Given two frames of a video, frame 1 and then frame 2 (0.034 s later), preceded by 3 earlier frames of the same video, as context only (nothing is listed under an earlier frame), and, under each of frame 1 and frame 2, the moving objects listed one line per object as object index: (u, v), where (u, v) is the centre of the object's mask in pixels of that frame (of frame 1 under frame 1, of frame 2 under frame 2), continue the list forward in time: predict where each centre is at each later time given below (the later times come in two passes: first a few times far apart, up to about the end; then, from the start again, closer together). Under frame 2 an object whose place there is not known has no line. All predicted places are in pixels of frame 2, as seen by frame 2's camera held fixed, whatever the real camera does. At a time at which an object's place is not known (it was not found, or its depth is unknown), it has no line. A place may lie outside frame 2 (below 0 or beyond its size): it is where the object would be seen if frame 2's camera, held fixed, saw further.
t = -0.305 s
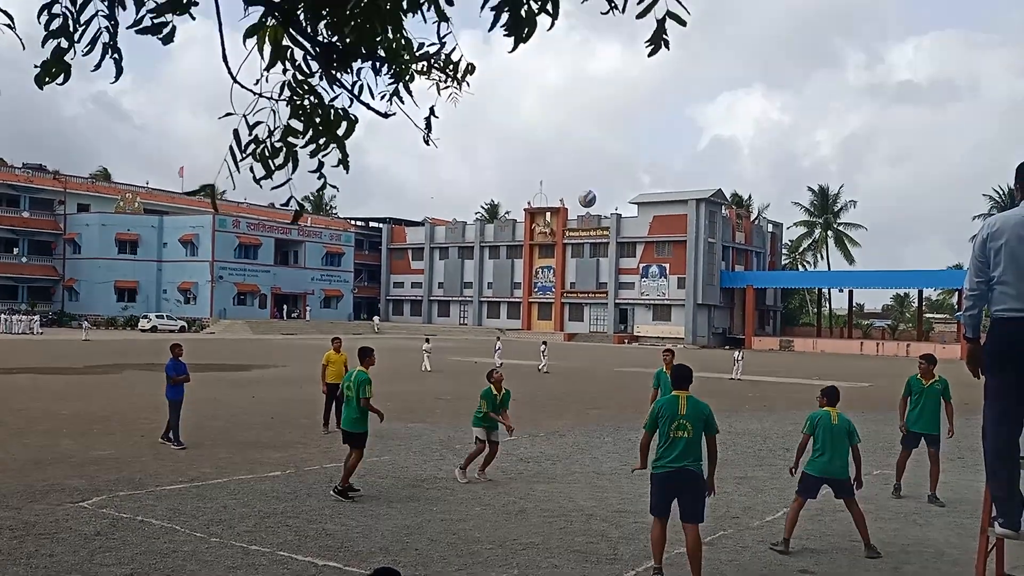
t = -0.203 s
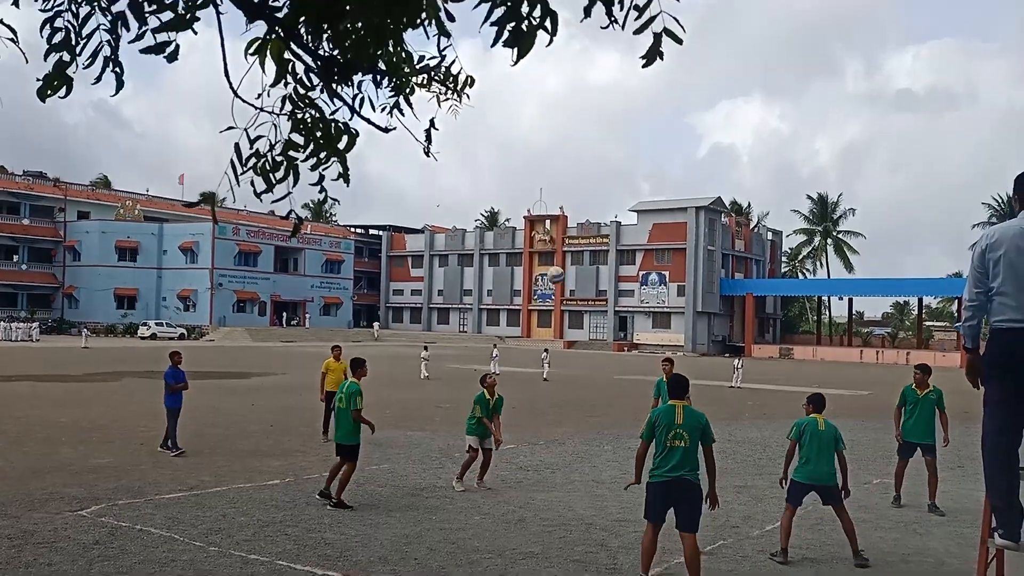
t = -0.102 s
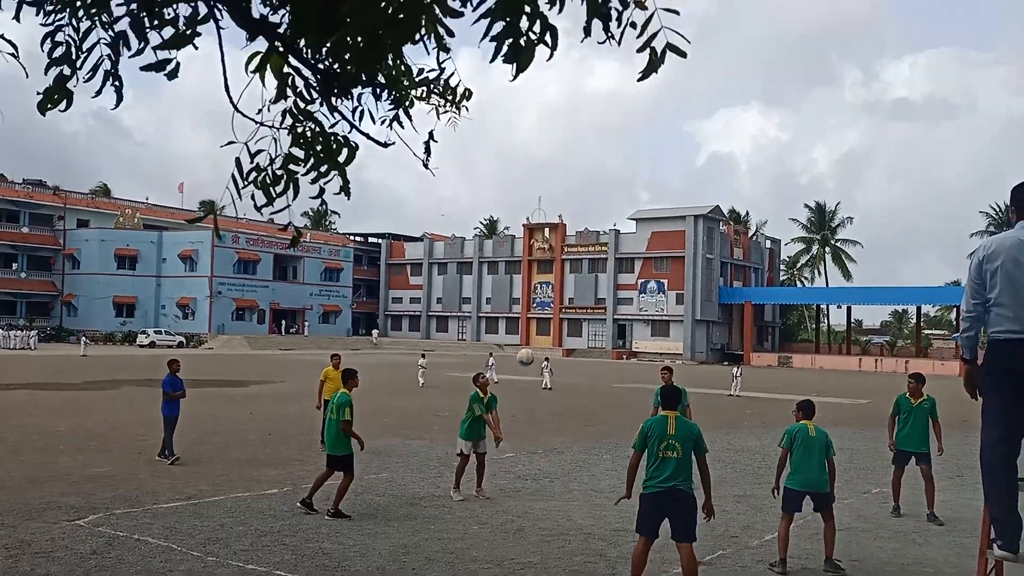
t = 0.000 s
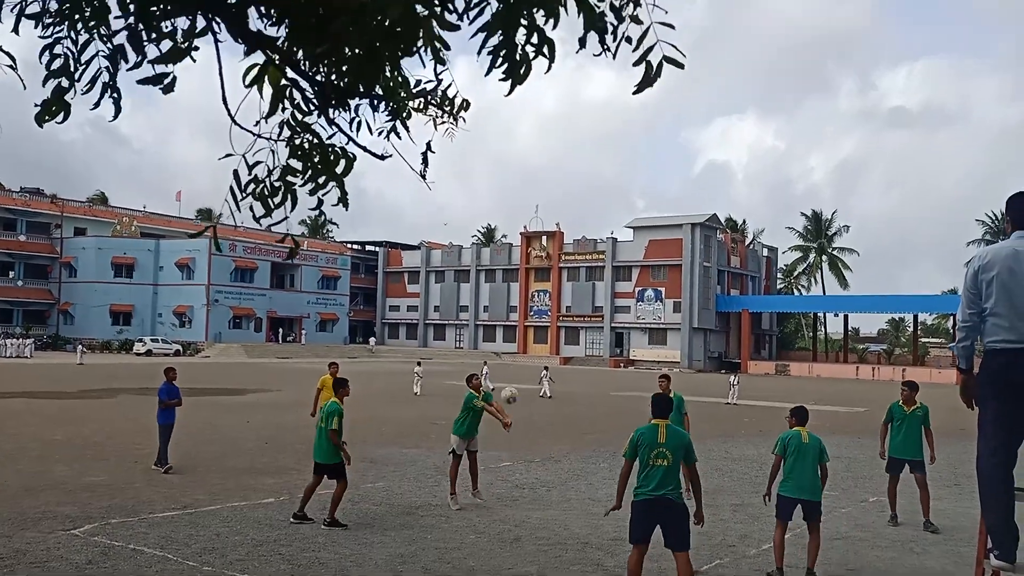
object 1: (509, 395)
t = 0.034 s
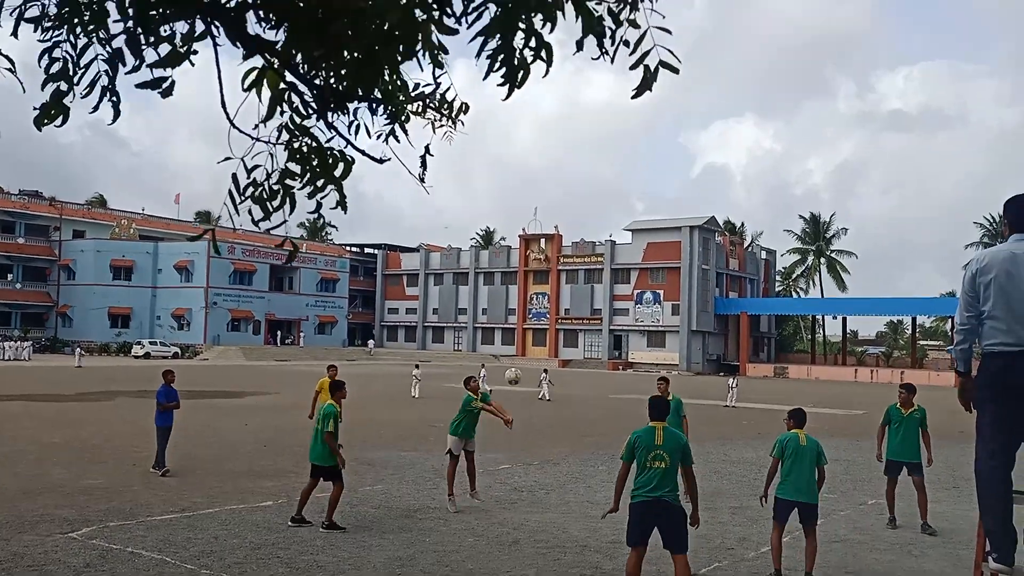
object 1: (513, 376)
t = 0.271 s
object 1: (546, 249)
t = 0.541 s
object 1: (581, 156)
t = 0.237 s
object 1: (541, 264)
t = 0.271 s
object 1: (546, 249)
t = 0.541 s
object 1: (581, 156)
